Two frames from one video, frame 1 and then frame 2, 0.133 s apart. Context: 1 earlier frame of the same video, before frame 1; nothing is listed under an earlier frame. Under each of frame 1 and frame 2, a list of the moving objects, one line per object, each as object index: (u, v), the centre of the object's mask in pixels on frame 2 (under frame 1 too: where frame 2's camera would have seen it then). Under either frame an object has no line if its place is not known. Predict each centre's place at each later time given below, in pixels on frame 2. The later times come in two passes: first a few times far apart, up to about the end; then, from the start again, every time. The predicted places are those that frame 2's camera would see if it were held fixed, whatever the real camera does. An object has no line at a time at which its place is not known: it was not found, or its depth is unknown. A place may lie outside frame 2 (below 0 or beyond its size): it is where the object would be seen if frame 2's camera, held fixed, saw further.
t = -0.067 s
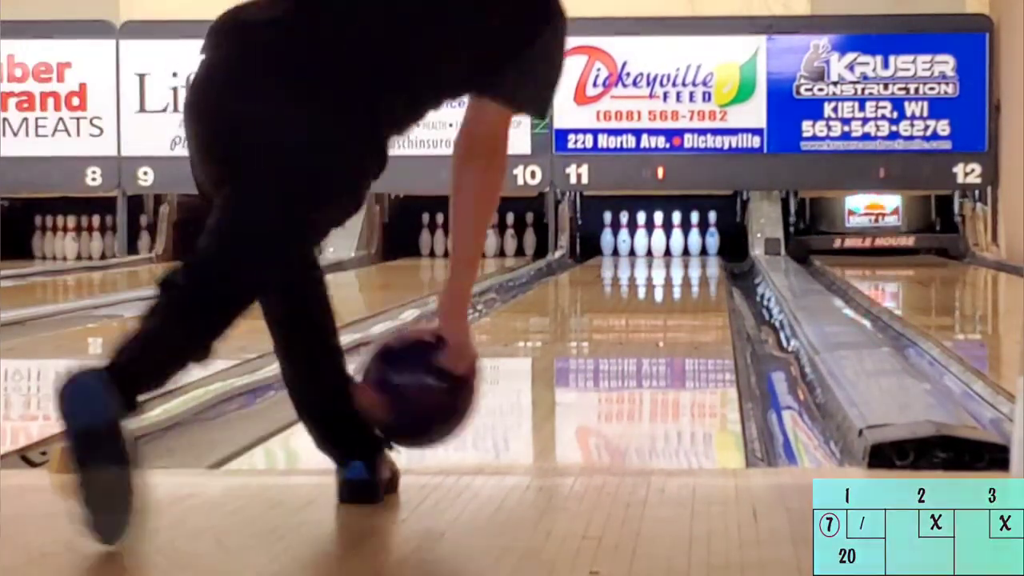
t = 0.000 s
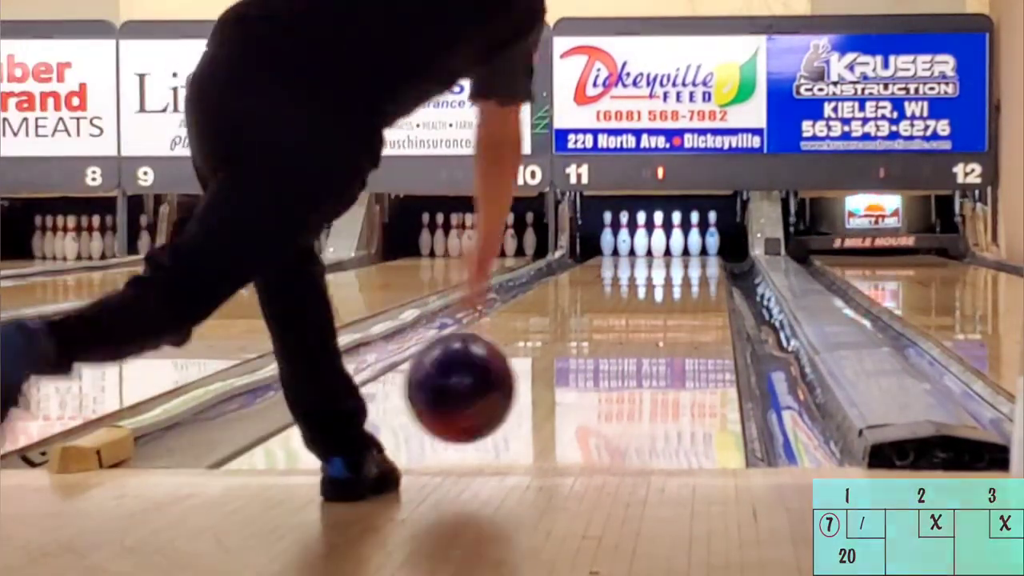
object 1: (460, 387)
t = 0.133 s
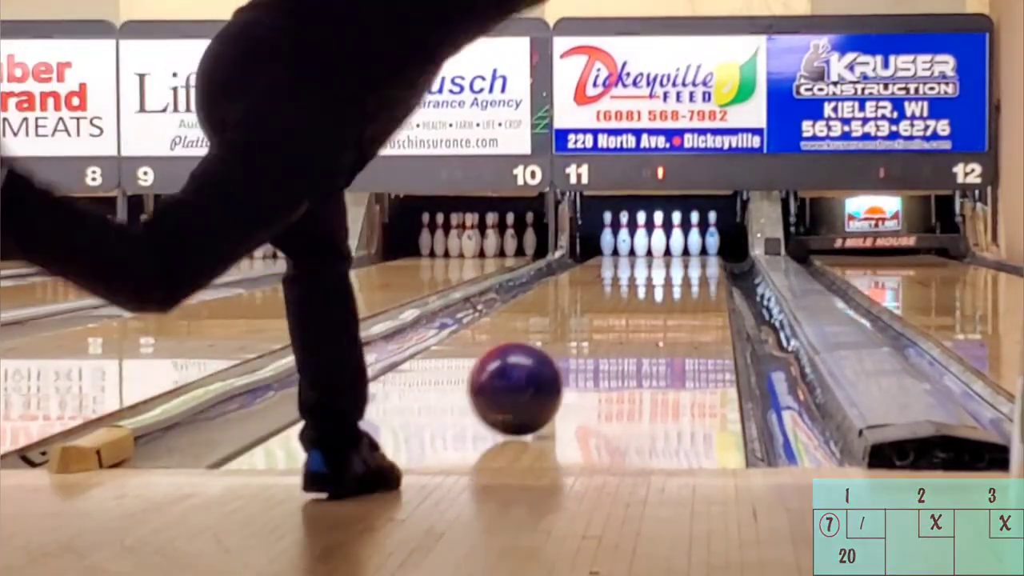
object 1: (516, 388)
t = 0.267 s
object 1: (556, 365)
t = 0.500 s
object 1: (605, 333)
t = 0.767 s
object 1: (641, 307)
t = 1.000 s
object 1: (662, 292)
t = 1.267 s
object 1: (679, 278)
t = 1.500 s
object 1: (689, 270)
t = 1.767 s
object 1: (695, 262)
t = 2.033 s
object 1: (696, 256)
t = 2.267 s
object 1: (692, 253)
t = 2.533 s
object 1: (681, 249)
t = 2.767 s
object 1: (665, 246)
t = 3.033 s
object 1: (656, 243)
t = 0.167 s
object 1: (527, 383)
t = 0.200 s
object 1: (537, 377)
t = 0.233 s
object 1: (547, 371)
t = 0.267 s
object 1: (556, 365)
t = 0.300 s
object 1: (564, 360)
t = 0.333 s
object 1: (572, 355)
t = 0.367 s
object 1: (579, 350)
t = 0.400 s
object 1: (586, 345)
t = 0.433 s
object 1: (593, 341)
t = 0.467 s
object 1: (599, 337)
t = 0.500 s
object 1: (605, 333)
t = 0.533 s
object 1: (610, 329)
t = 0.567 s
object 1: (615, 325)
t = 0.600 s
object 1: (620, 321)
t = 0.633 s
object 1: (625, 318)
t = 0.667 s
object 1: (629, 315)
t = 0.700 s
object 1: (633, 312)
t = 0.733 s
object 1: (637, 309)
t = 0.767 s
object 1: (641, 307)
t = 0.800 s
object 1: (644, 305)
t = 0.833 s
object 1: (648, 303)
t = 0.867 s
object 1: (651, 301)
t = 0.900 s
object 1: (654, 298)
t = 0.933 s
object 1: (657, 296)
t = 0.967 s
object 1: (660, 294)
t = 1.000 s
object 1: (662, 292)
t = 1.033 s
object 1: (665, 290)
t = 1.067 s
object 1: (667, 288)
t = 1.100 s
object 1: (669, 286)
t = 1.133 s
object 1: (671, 285)
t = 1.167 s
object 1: (674, 283)
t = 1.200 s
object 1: (676, 282)
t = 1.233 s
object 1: (678, 280)
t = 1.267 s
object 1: (679, 278)
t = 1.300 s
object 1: (681, 277)
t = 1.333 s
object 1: (683, 276)
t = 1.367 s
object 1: (684, 274)
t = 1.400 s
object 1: (685, 273)
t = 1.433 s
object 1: (687, 272)
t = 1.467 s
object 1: (688, 271)
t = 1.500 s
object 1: (689, 270)
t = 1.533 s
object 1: (690, 268)
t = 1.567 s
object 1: (691, 267)
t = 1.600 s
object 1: (692, 266)
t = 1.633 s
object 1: (693, 265)
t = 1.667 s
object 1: (694, 265)
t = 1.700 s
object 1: (695, 264)
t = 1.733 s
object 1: (695, 263)
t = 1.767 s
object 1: (695, 262)
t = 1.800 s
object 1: (696, 261)
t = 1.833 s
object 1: (696, 260)
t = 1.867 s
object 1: (696, 260)
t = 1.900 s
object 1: (696, 259)
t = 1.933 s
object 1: (696, 258)
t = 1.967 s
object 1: (696, 257)
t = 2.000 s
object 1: (696, 257)
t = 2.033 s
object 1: (696, 256)
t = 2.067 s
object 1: (695, 256)
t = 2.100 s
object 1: (695, 255)
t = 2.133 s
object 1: (694, 255)
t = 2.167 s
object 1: (694, 254)
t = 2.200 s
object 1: (694, 253)
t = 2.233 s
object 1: (693, 253)
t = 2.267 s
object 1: (692, 253)
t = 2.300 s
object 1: (690, 252)
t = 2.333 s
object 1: (690, 251)
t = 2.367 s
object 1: (689, 251)
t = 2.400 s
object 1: (687, 251)
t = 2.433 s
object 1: (685, 250)
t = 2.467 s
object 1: (684, 250)
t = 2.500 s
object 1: (682, 249)
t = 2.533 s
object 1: (681, 249)
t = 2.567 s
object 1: (679, 249)
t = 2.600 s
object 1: (676, 249)
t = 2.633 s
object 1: (674, 248)
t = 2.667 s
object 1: (672, 247)
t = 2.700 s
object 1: (670, 247)
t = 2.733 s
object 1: (667, 246)
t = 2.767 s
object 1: (665, 246)
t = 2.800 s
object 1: (663, 245)
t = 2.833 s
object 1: (661, 245)
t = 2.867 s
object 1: (659, 245)
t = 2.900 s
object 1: (657, 244)
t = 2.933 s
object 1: (656, 245)
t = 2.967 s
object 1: (655, 245)
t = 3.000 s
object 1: (656, 244)
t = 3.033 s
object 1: (656, 243)
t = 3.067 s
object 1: (655, 243)
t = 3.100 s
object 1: (655, 243)
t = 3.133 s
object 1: (656, 243)
